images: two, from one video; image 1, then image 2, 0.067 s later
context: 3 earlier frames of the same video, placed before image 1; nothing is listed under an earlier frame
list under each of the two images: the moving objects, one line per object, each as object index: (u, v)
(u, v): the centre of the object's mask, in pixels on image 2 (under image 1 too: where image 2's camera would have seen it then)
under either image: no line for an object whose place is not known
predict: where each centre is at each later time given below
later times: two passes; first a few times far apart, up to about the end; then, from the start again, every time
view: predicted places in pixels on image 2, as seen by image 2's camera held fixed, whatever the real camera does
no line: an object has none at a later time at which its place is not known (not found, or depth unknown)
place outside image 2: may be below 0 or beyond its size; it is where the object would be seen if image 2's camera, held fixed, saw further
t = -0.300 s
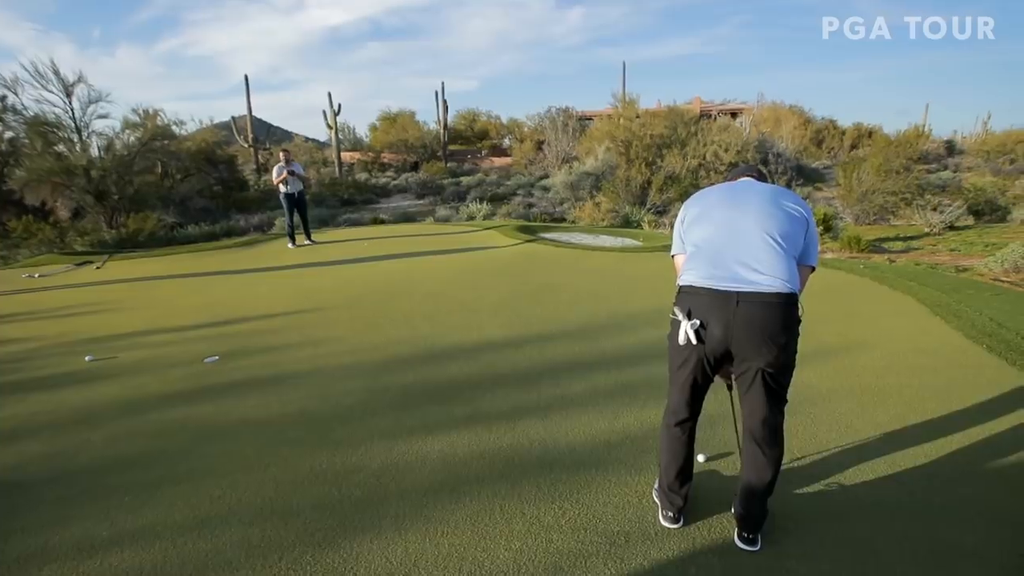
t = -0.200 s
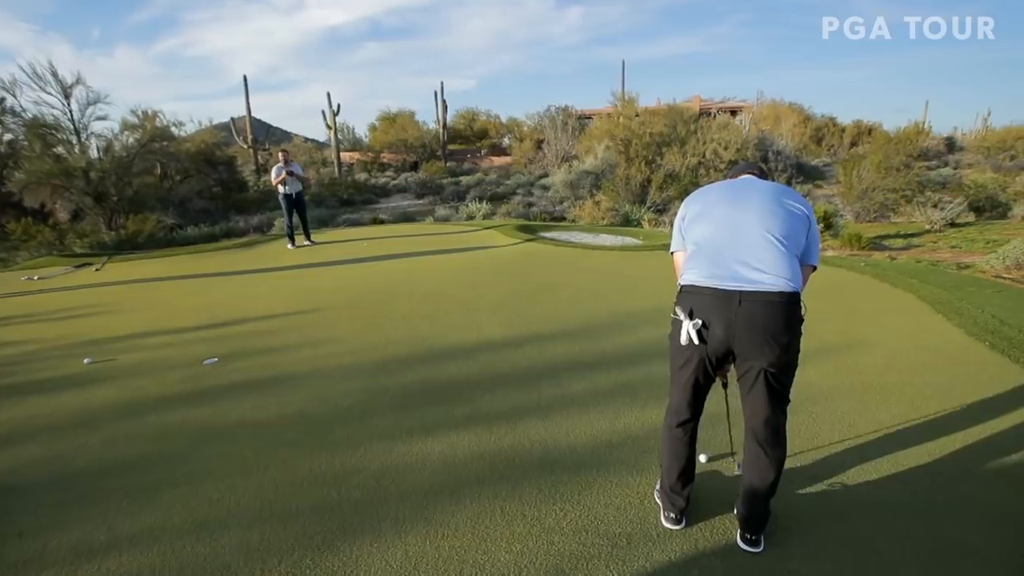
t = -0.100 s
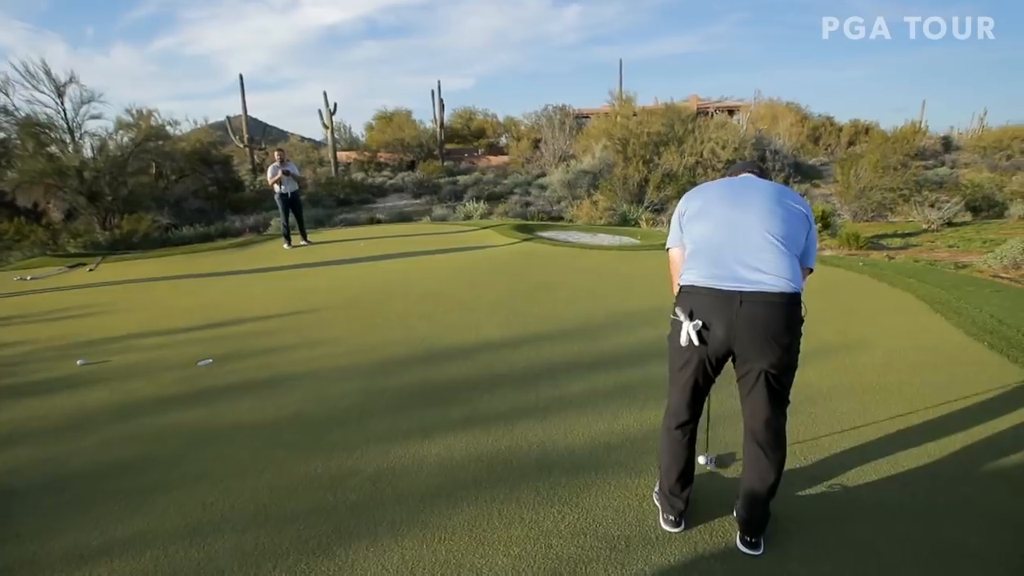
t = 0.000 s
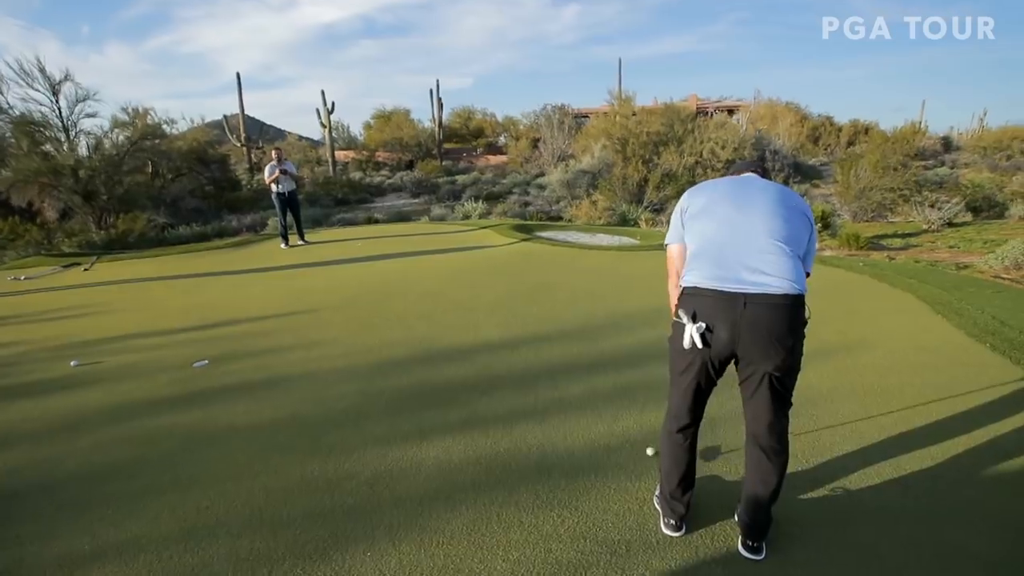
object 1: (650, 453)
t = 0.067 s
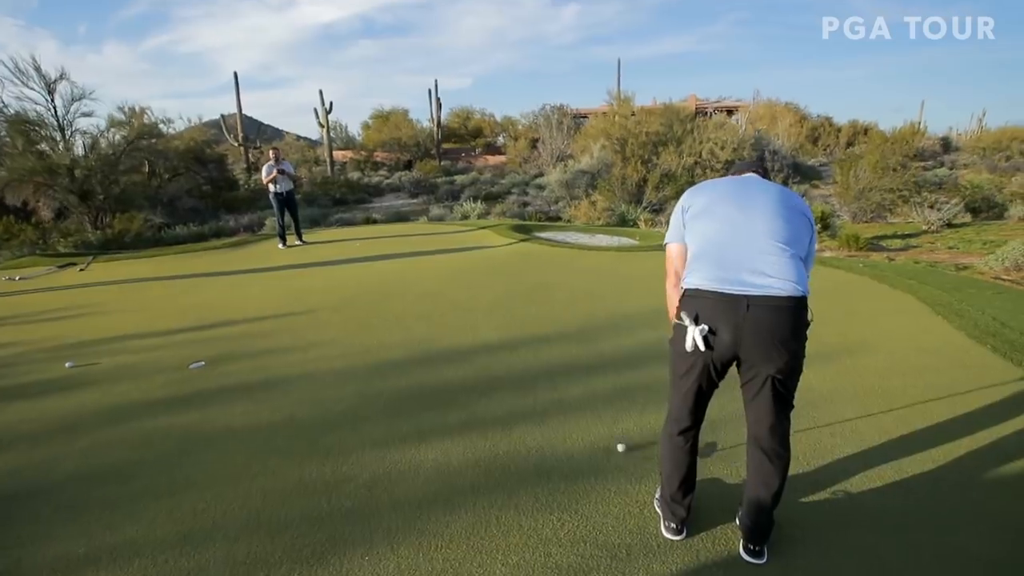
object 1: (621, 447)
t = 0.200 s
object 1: (573, 439)
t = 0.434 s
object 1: (503, 424)
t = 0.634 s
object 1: (453, 414)
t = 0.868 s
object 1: (403, 402)
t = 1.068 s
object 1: (365, 395)
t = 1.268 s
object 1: (330, 389)
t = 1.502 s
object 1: (295, 382)
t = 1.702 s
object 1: (267, 377)
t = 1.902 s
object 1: (242, 372)
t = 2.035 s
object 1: (228, 370)
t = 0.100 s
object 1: (608, 445)
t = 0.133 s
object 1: (595, 443)
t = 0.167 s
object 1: (584, 441)
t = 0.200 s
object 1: (573, 439)
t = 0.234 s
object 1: (563, 437)
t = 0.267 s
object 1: (552, 434)
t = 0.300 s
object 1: (542, 432)
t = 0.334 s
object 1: (532, 430)
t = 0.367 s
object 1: (522, 429)
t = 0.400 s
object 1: (512, 426)
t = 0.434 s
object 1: (503, 424)
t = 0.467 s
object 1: (495, 422)
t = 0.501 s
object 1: (486, 420)
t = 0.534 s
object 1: (477, 419)
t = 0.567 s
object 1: (470, 417)
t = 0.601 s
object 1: (461, 415)
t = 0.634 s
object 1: (453, 414)
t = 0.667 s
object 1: (445, 412)
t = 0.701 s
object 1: (437, 410)
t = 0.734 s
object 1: (430, 409)
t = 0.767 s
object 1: (423, 407)
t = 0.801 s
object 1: (416, 405)
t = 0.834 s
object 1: (409, 403)
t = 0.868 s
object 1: (403, 402)
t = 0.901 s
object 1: (396, 400)
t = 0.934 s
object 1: (390, 399)
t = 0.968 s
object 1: (385, 398)
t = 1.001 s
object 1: (377, 397)
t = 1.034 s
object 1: (370, 396)
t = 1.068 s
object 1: (365, 395)
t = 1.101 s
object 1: (359, 394)
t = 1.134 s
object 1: (353, 393)
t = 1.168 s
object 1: (348, 391)
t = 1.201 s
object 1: (341, 391)
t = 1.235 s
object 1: (336, 390)
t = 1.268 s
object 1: (330, 389)
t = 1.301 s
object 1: (325, 388)
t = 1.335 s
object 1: (320, 387)
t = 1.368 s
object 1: (315, 386)
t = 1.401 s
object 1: (310, 385)
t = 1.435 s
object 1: (305, 384)
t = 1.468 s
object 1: (300, 383)
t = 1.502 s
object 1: (295, 382)
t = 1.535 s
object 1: (290, 382)
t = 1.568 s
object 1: (286, 380)
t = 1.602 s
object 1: (281, 379)
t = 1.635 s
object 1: (276, 379)
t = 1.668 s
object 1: (271, 378)
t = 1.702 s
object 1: (267, 377)
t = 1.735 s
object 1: (263, 377)
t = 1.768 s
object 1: (259, 375)
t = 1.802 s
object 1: (255, 375)
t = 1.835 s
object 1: (251, 374)
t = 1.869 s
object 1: (247, 373)
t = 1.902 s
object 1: (242, 372)
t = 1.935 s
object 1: (239, 372)
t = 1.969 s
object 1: (235, 371)
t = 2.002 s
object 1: (232, 371)
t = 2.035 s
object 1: (228, 370)
